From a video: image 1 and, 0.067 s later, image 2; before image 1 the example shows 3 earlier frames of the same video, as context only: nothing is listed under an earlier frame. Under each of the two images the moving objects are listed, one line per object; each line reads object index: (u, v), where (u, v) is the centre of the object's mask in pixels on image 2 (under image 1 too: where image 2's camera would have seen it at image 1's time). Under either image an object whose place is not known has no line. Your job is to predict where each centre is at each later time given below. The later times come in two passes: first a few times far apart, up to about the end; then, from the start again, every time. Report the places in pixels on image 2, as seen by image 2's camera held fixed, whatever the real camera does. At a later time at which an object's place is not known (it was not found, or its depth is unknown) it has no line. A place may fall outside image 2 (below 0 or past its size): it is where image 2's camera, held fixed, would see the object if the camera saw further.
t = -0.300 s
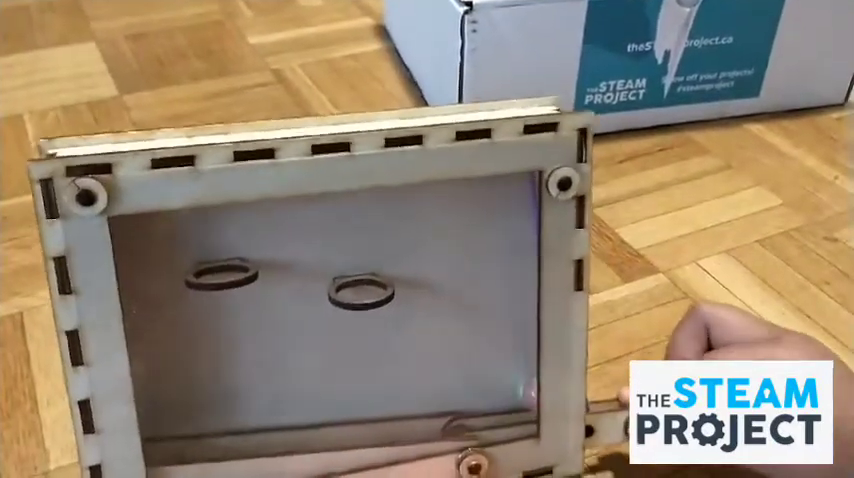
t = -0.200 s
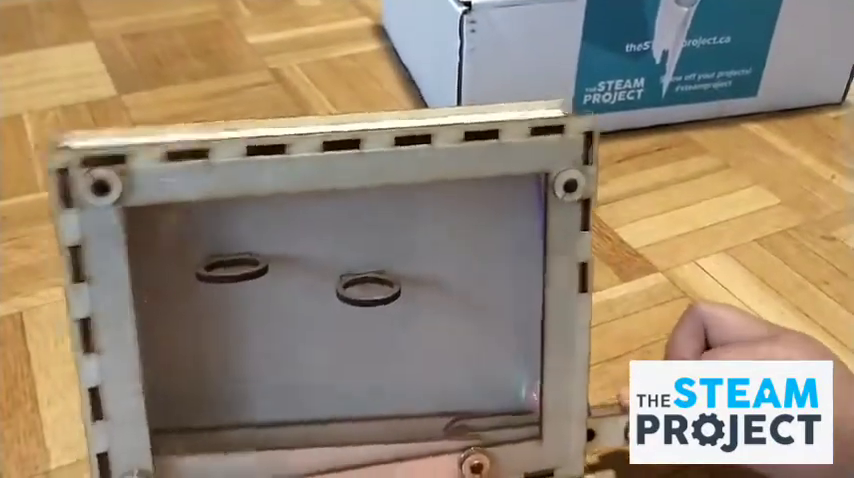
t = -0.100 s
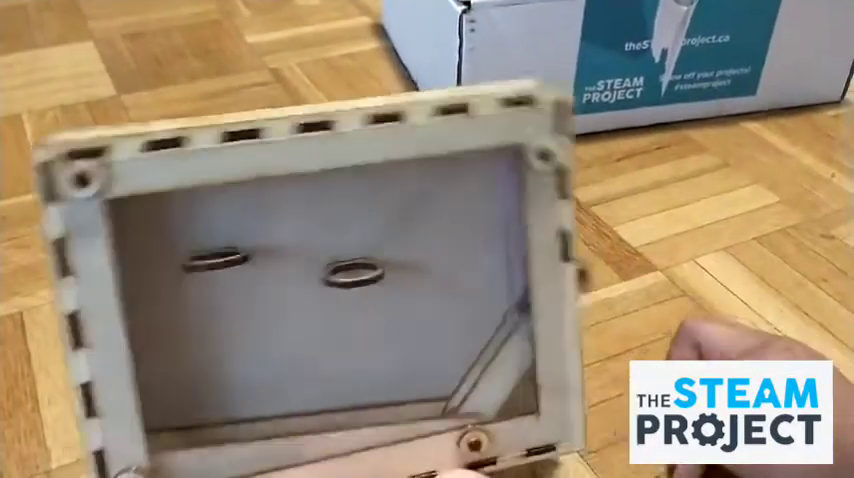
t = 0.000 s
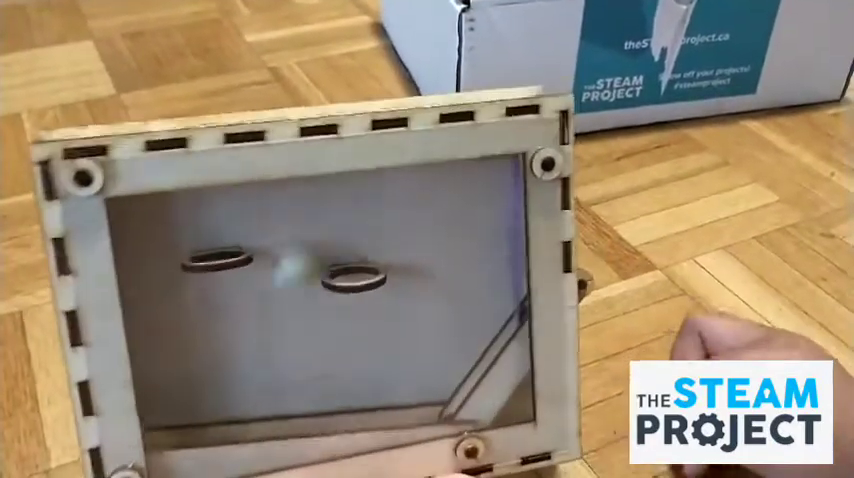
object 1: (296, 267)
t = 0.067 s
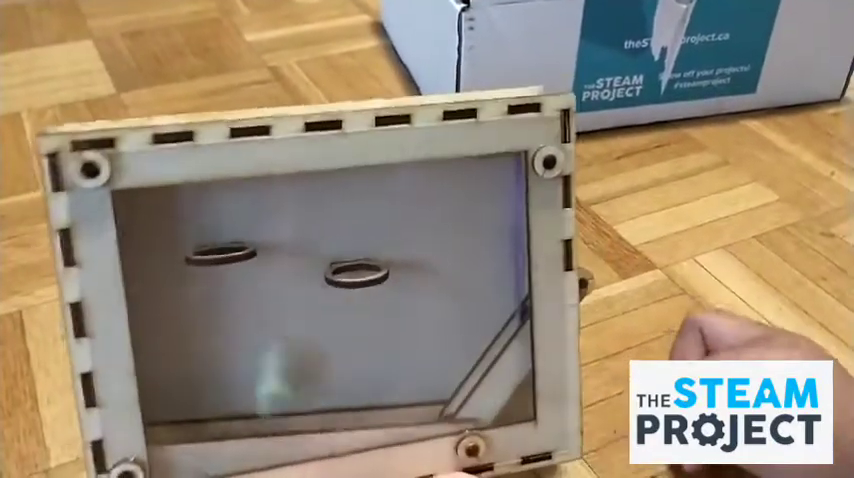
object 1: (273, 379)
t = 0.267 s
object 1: (284, 424)
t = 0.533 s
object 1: (288, 421)
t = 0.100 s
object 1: (272, 398)
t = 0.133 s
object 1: (277, 412)
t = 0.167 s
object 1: (283, 424)
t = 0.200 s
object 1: (282, 426)
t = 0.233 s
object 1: (282, 425)
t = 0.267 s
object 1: (284, 424)
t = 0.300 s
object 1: (286, 422)
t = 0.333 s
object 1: (287, 421)
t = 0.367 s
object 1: (286, 421)
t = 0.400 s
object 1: (286, 422)
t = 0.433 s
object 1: (286, 423)
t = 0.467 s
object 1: (286, 423)
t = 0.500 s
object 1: (287, 423)
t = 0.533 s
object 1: (288, 421)
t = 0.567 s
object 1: (290, 420)
